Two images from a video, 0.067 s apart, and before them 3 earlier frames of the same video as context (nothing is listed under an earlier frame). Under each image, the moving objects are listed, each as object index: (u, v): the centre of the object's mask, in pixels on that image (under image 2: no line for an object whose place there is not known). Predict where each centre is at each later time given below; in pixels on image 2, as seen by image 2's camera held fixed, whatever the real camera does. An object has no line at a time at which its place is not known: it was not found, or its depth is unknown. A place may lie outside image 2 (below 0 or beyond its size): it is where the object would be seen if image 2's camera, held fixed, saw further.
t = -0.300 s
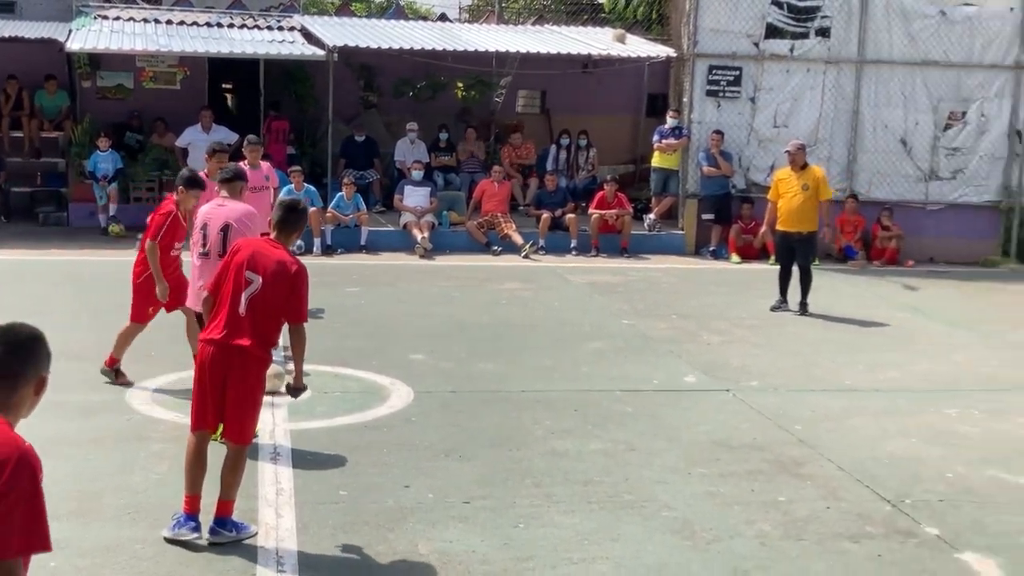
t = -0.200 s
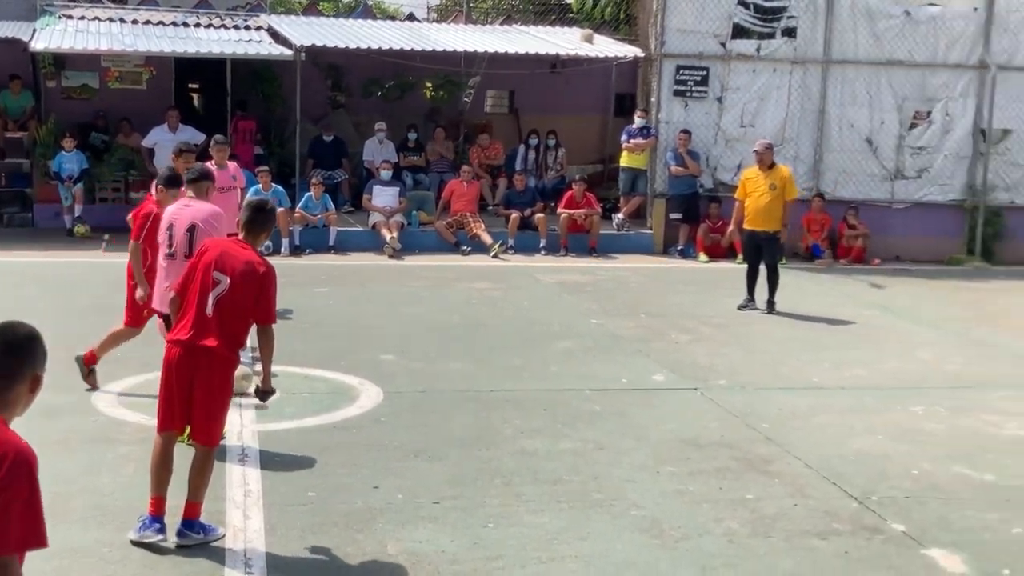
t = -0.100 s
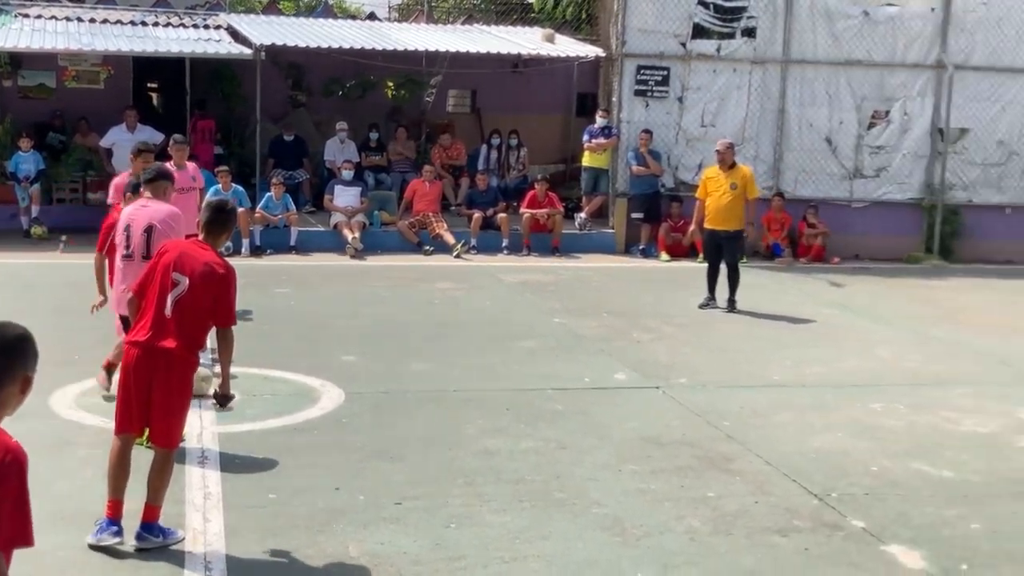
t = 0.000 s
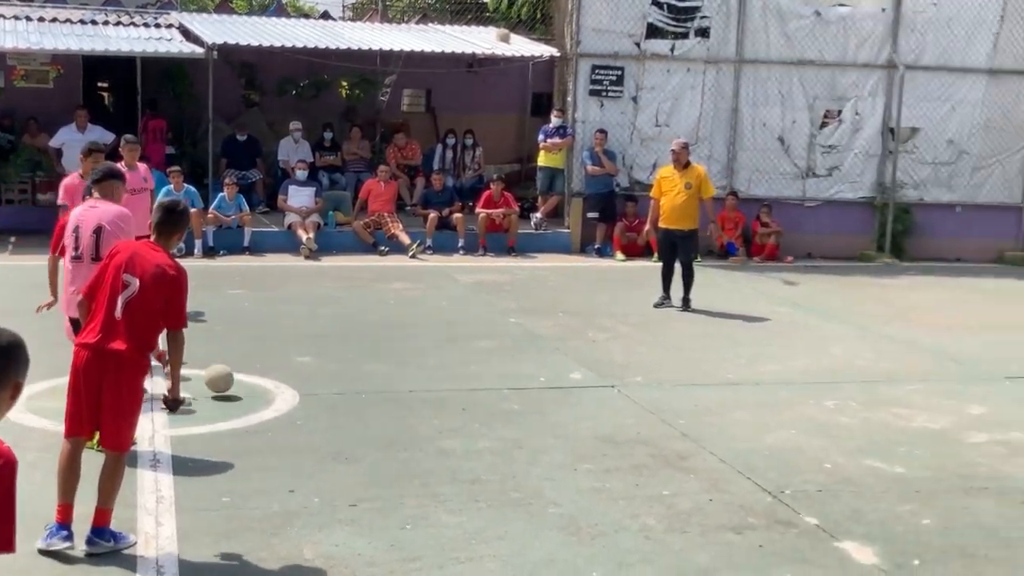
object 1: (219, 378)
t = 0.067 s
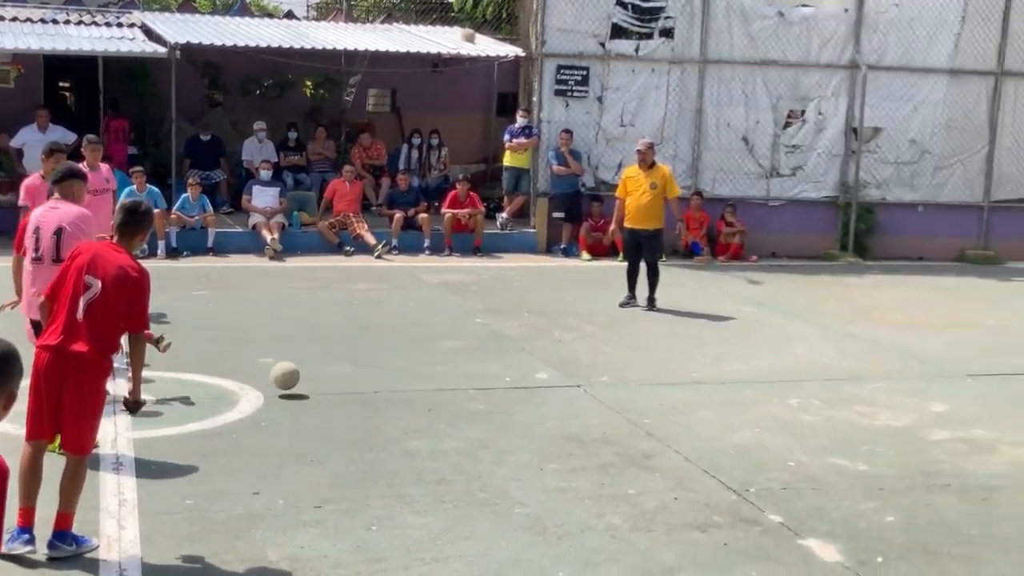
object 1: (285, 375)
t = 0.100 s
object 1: (335, 375)
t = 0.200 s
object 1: (469, 373)
